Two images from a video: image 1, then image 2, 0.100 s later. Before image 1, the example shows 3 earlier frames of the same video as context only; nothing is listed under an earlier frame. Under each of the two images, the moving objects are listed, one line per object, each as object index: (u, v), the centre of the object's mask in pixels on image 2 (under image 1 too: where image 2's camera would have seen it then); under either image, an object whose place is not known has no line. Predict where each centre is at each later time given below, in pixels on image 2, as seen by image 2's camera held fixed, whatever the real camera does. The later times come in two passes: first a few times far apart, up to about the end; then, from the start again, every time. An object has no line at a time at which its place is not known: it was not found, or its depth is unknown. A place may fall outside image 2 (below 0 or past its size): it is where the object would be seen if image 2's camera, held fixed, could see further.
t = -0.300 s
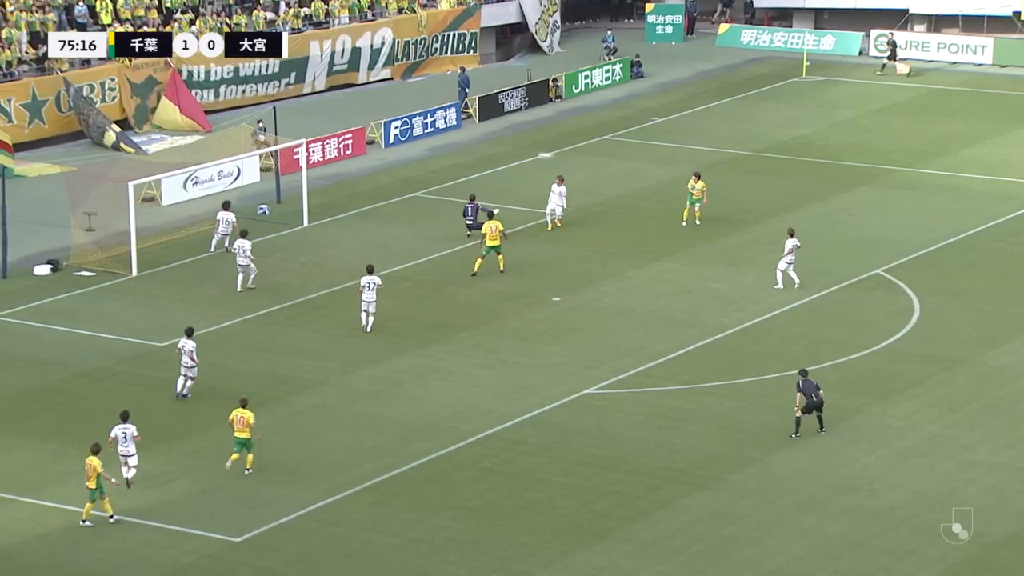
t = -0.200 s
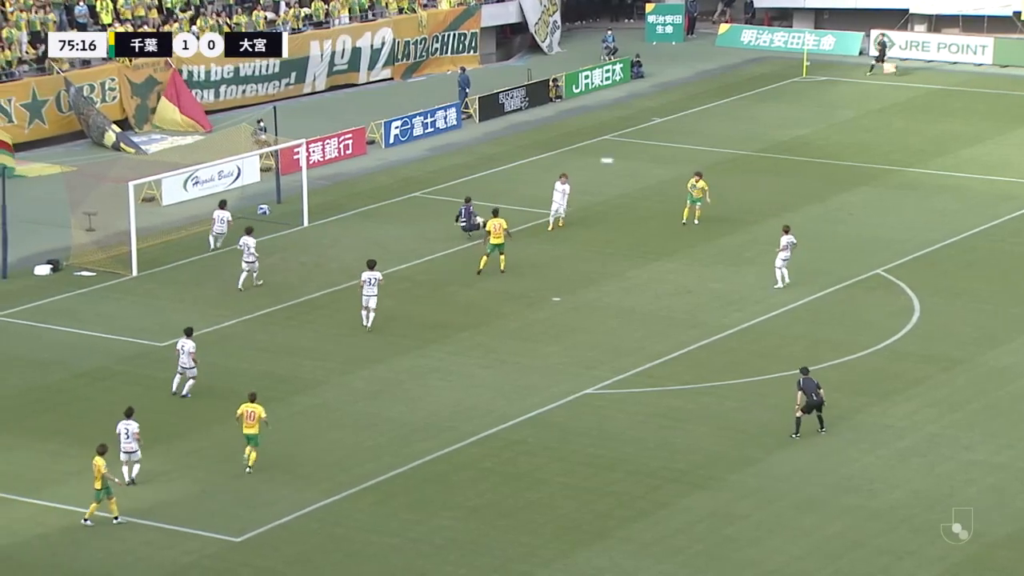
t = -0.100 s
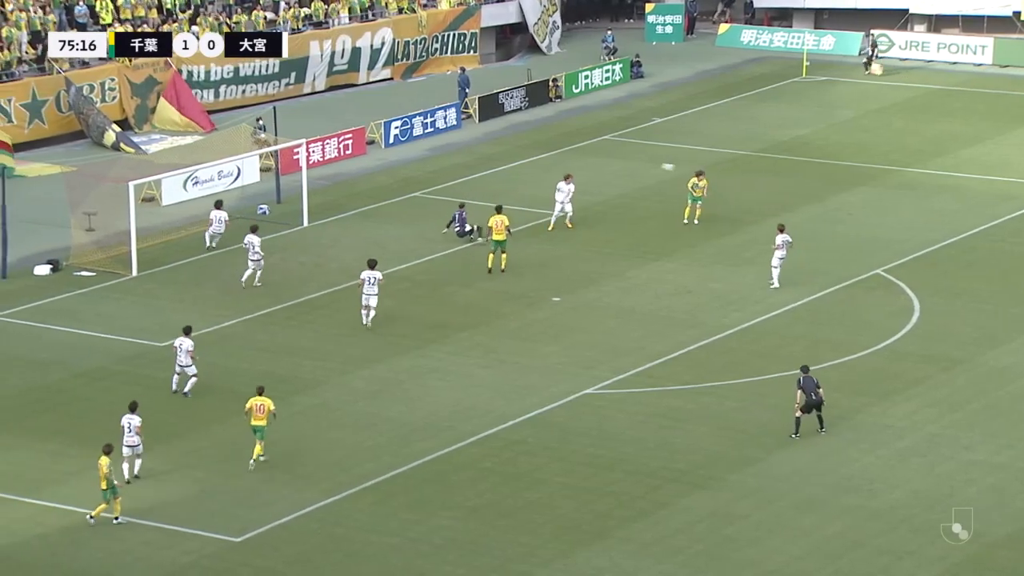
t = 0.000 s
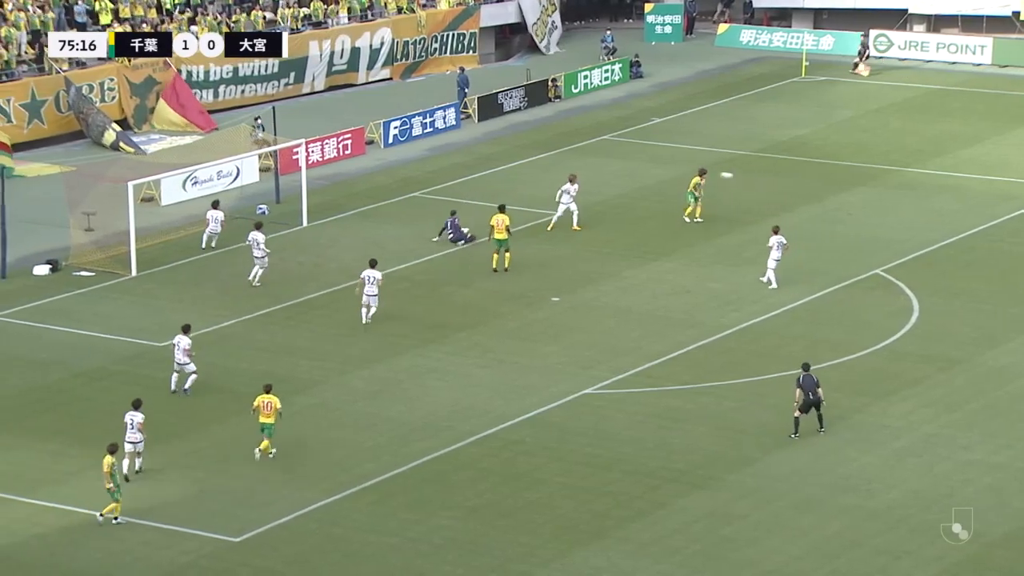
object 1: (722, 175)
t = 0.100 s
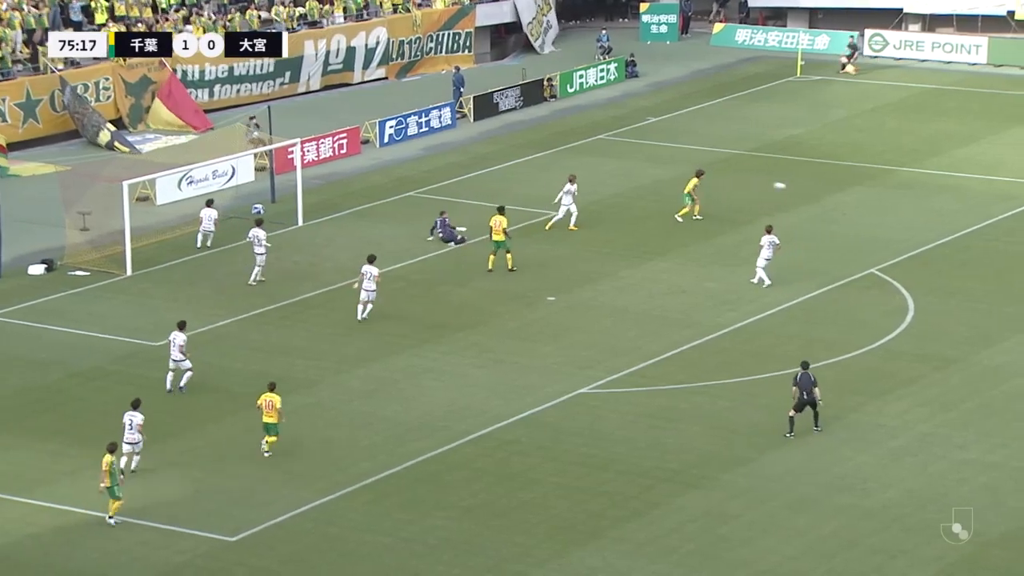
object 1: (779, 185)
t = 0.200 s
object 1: (835, 199)
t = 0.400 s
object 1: (932, 176)
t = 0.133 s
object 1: (798, 190)
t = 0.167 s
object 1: (817, 194)
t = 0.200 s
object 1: (835, 199)
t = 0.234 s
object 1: (853, 198)
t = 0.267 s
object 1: (869, 192)
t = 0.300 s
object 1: (885, 187)
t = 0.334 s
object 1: (900, 184)
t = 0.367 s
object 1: (917, 180)
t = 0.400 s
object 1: (932, 176)
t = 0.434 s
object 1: (948, 173)
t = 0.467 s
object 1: (965, 170)
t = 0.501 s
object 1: (981, 167)
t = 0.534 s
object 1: (998, 165)
